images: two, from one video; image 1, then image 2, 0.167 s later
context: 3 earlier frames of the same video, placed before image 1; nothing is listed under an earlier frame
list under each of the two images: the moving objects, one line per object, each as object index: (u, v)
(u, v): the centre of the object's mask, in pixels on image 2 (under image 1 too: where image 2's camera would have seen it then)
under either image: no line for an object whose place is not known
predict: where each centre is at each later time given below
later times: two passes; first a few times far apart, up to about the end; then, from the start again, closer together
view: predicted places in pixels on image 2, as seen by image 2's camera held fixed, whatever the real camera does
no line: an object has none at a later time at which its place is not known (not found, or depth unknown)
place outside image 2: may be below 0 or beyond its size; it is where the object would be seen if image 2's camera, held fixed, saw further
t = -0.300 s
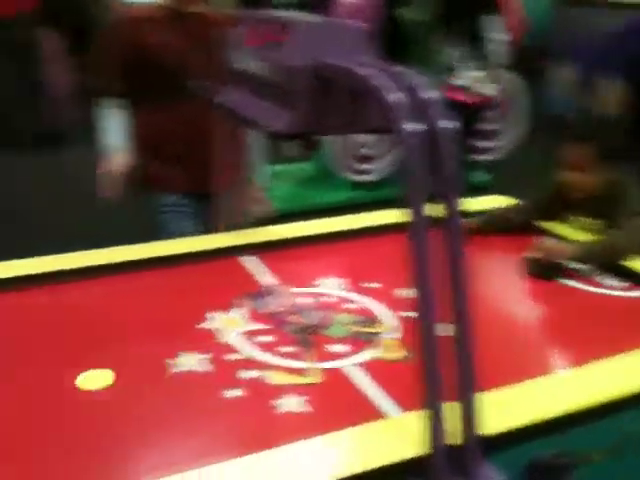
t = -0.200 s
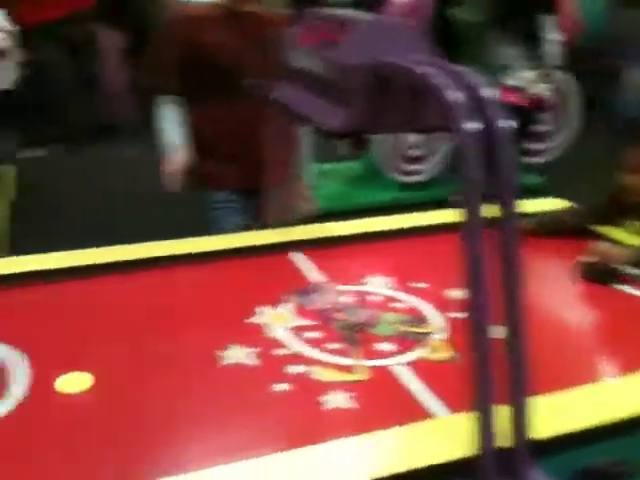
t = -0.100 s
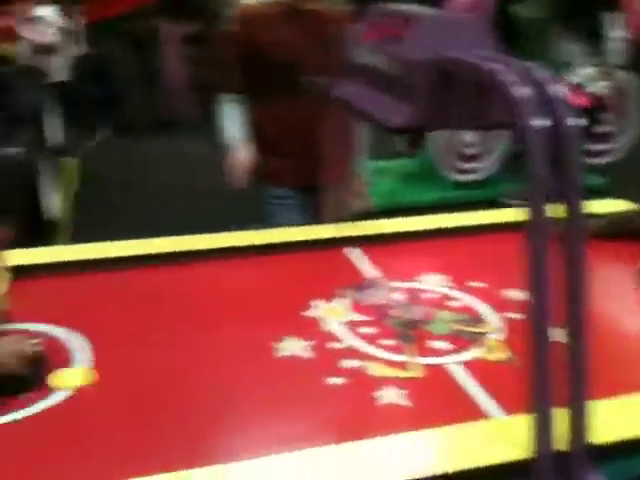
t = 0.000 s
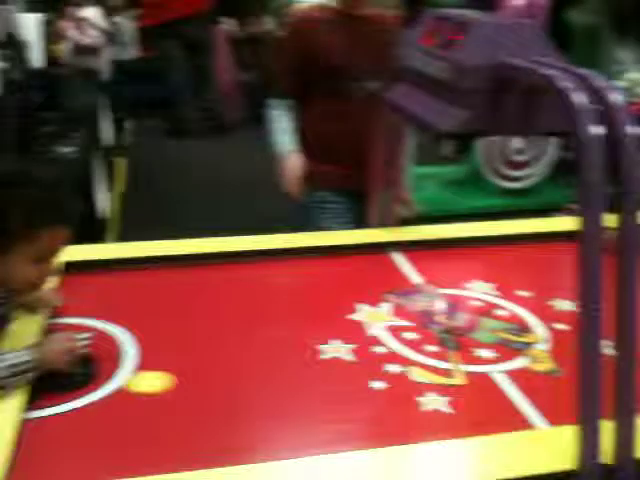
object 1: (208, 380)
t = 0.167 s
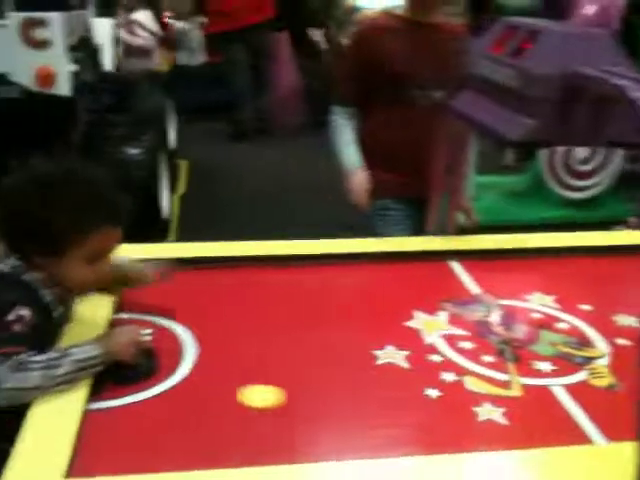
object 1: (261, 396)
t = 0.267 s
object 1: (294, 405)
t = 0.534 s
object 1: (378, 423)
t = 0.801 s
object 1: (462, 433)
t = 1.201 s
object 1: (571, 431)
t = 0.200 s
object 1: (272, 399)
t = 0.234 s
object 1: (282, 402)
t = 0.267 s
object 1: (294, 405)
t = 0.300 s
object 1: (304, 407)
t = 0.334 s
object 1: (314, 410)
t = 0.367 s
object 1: (325, 412)
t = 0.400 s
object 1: (335, 414)
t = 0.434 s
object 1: (346, 417)
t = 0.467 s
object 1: (356, 419)
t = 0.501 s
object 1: (368, 421)
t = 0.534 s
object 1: (378, 423)
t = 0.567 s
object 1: (388, 425)
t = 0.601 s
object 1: (400, 426)
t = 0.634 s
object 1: (410, 428)
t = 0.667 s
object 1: (420, 429)
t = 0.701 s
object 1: (432, 430)
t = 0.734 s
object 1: (441, 432)
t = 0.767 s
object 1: (451, 432)
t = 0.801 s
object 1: (462, 433)
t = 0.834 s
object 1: (472, 434)
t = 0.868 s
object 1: (482, 435)
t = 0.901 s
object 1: (492, 435)
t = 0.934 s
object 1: (501, 435)
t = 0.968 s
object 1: (511, 435)
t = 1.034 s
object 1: (529, 435)
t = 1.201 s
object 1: (571, 431)
